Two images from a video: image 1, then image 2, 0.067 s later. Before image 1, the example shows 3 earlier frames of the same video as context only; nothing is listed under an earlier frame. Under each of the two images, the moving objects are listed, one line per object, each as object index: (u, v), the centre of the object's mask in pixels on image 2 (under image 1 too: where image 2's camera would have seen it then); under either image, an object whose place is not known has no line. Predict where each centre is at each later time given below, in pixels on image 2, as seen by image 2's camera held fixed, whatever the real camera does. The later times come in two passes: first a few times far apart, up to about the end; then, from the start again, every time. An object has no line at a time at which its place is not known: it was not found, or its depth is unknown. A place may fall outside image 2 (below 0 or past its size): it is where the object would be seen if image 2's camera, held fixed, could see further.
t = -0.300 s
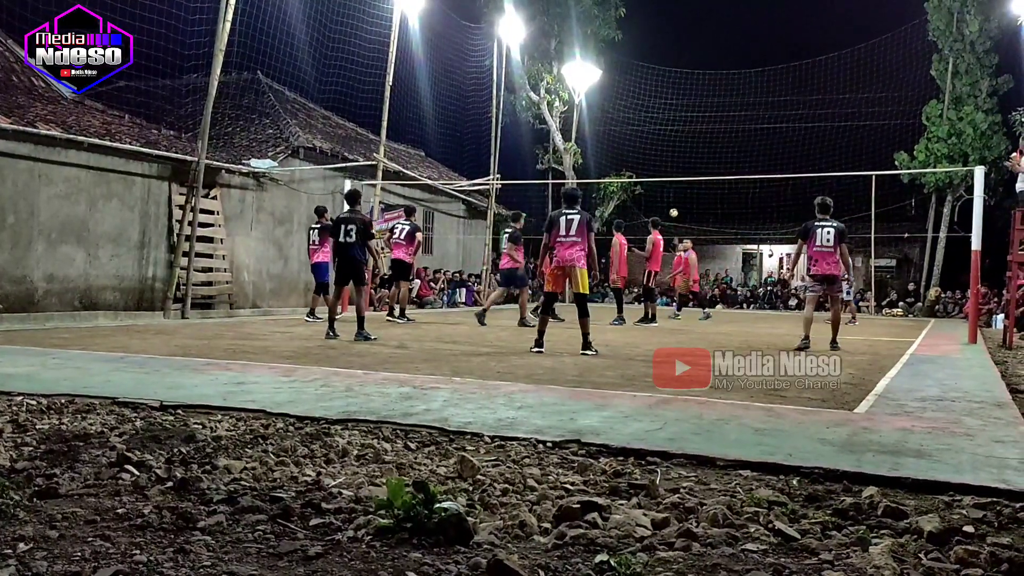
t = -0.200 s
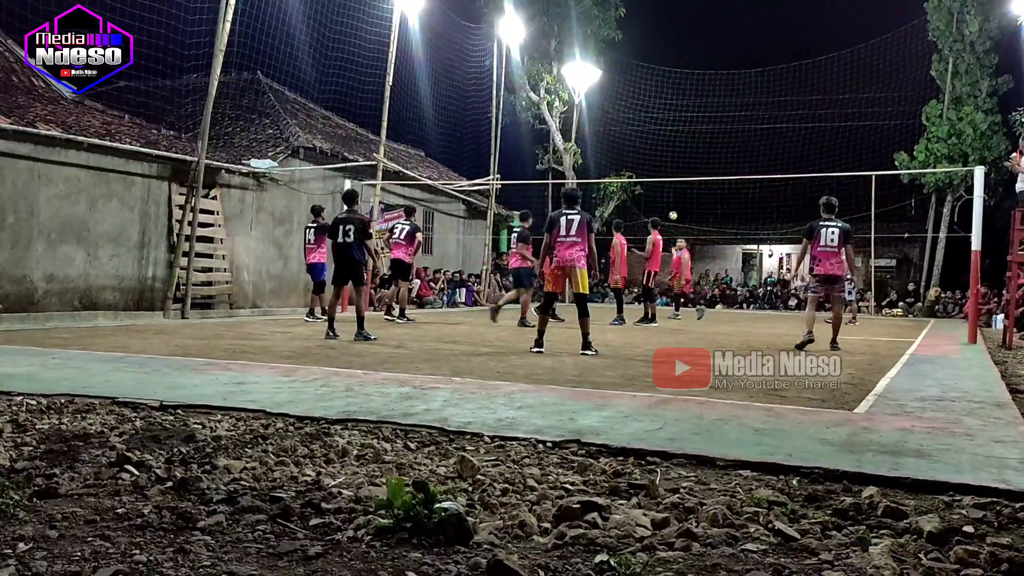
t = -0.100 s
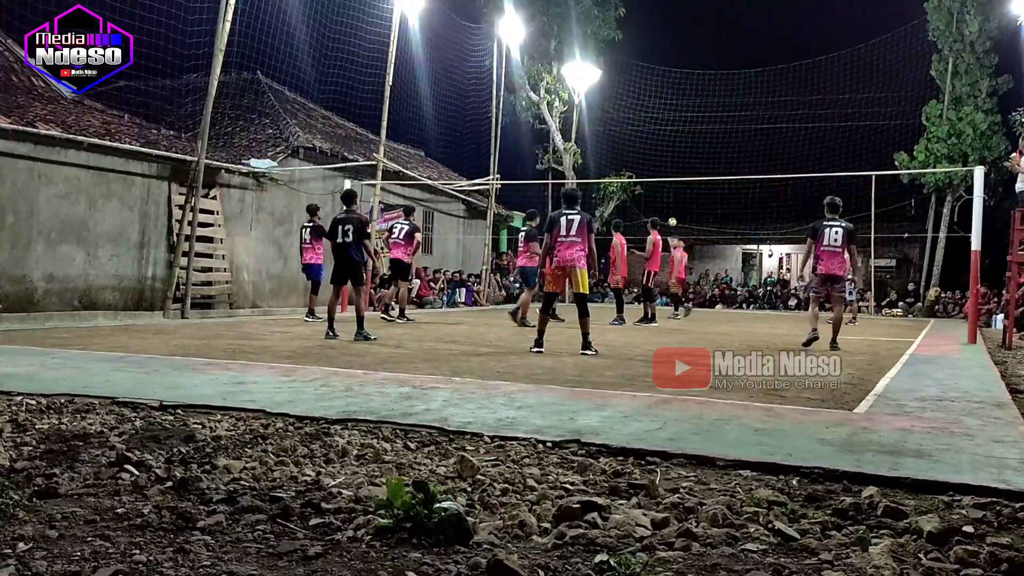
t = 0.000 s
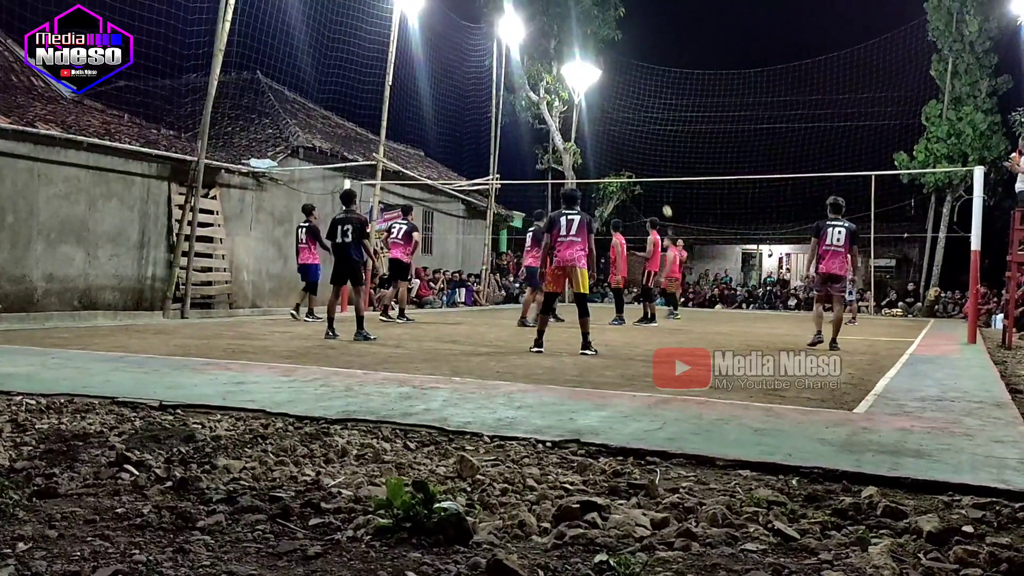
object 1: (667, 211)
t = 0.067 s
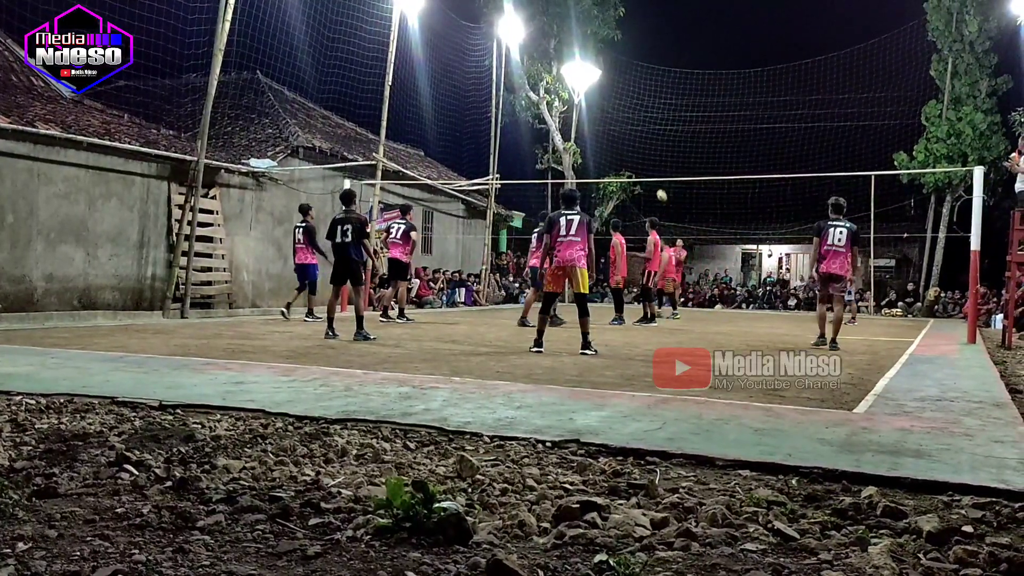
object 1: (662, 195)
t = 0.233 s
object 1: (648, 159)
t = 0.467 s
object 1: (629, 121)
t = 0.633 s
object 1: (607, 111)
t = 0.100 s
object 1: (659, 188)
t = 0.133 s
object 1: (656, 180)
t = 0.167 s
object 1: (653, 172)
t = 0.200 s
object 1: (651, 166)
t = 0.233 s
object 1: (648, 159)
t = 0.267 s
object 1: (646, 152)
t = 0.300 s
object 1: (643, 146)
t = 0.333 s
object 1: (641, 139)
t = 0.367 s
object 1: (638, 134)
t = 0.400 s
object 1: (635, 129)
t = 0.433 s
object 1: (632, 124)
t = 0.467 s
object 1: (629, 121)
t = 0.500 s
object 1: (625, 118)
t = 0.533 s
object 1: (621, 115)
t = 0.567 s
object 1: (616, 113)
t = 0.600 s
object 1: (612, 111)
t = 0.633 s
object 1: (607, 111)
